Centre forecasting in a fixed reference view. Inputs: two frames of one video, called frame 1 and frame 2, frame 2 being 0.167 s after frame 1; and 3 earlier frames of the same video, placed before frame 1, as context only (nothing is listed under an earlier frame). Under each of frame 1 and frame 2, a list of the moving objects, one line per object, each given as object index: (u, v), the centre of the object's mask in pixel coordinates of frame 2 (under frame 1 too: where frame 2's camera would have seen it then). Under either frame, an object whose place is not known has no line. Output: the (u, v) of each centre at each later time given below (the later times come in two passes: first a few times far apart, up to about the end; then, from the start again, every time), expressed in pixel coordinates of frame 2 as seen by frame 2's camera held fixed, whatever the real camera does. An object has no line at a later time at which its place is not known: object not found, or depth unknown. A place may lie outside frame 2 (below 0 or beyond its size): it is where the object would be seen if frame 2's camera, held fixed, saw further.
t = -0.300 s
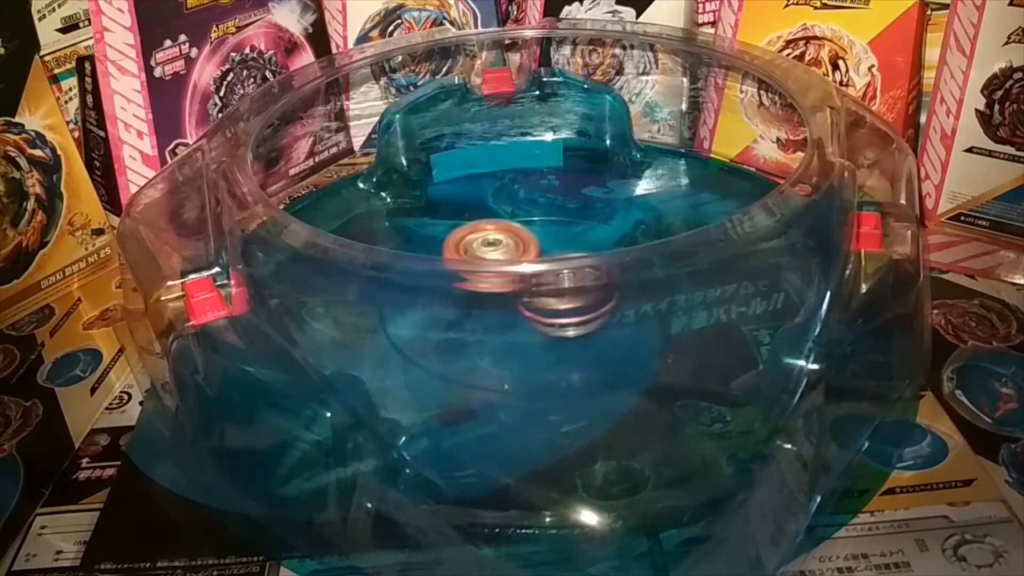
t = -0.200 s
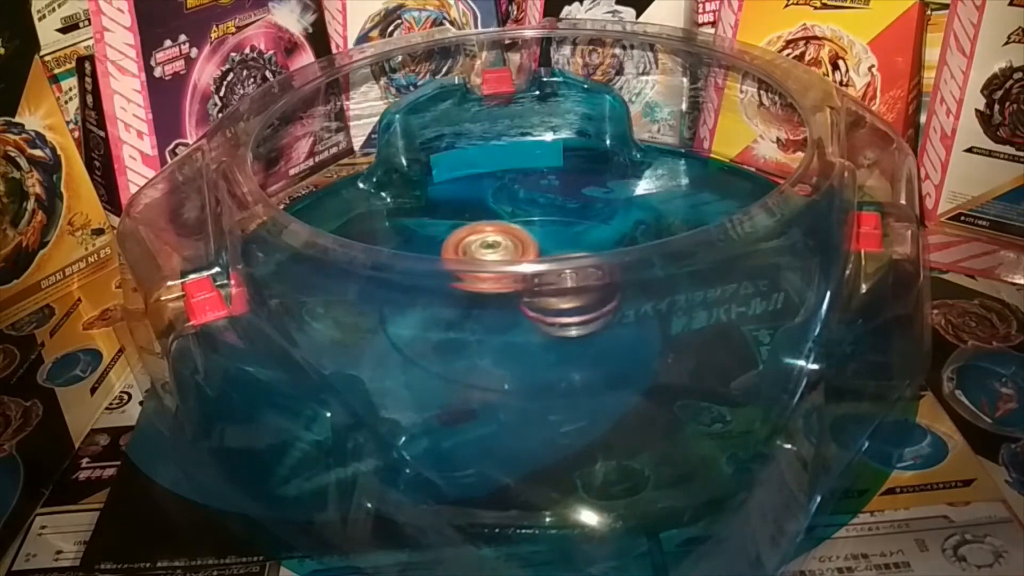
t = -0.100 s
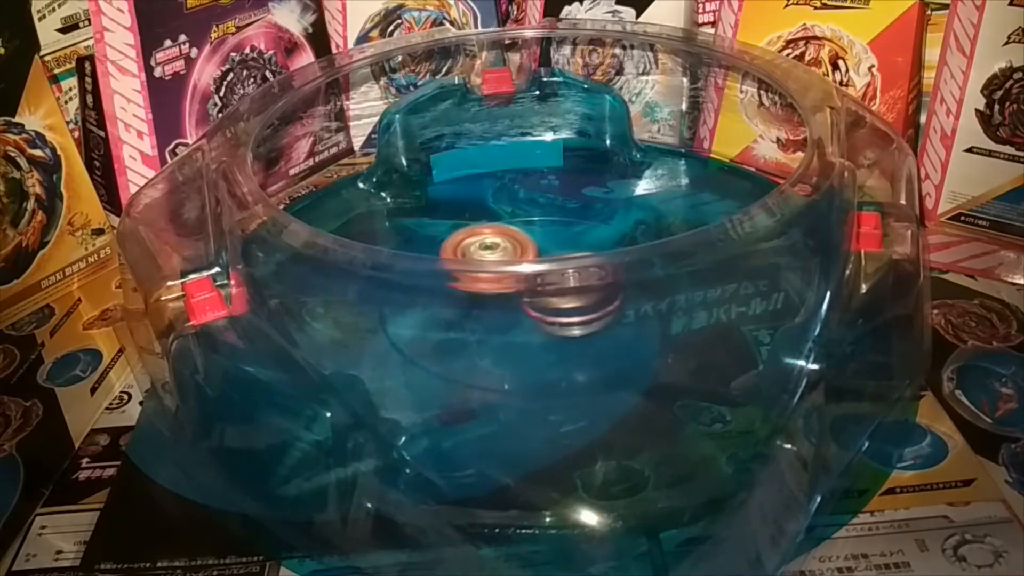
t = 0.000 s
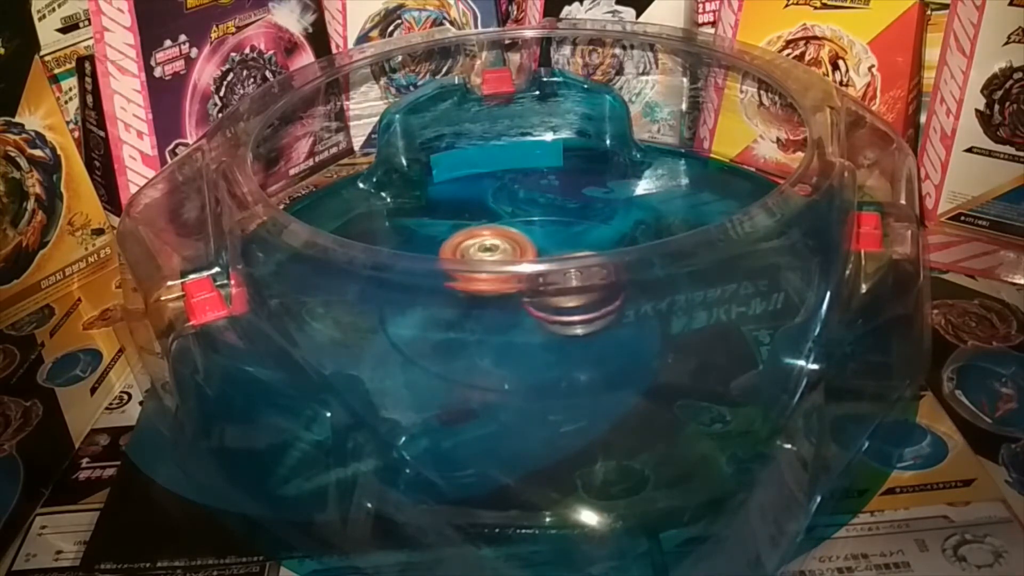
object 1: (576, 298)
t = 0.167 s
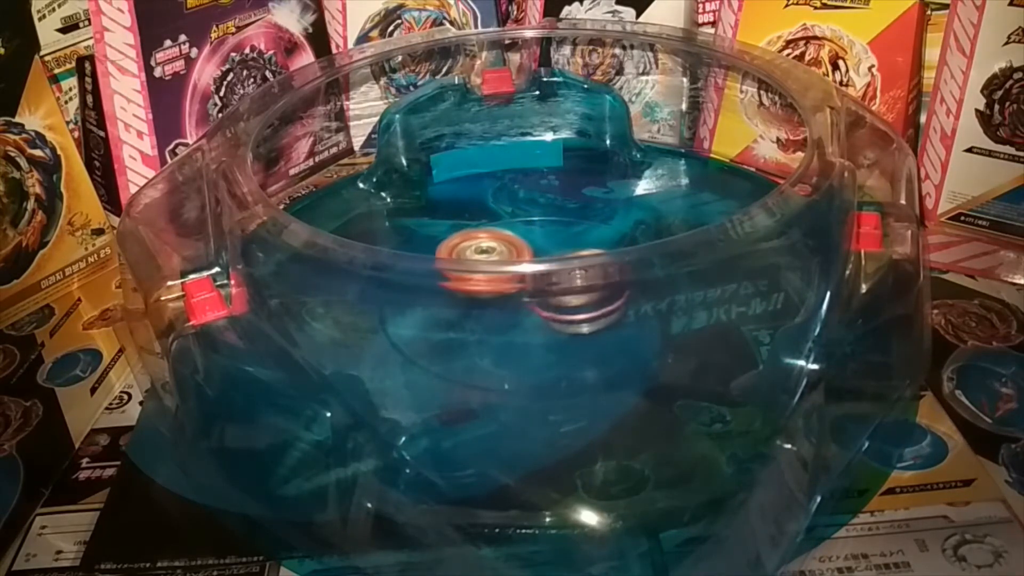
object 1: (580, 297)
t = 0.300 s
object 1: (584, 296)
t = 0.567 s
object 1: (585, 293)
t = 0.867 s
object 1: (584, 291)
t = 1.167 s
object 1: (587, 279)
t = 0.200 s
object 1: (580, 297)
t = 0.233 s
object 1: (580, 297)
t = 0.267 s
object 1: (580, 296)
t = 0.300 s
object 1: (584, 296)
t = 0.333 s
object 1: (584, 295)
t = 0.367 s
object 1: (585, 295)
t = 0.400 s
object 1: (584, 295)
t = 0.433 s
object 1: (582, 295)
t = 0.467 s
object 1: (581, 295)
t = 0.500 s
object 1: (580, 294)
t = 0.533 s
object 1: (580, 294)
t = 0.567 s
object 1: (585, 293)
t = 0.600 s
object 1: (588, 293)
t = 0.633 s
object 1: (588, 293)
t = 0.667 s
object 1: (587, 292)
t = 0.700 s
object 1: (585, 293)
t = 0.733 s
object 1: (584, 293)
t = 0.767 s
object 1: (582, 293)
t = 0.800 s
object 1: (581, 293)
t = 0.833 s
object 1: (582, 292)
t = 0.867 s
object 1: (584, 291)
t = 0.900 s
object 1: (583, 290)
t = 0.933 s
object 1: (587, 290)
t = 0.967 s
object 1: (588, 290)
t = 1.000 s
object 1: (589, 289)
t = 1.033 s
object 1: (589, 282)
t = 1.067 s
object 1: (588, 281)
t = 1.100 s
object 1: (588, 281)
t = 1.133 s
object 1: (587, 280)
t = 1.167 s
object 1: (587, 279)
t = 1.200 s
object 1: (587, 278)
